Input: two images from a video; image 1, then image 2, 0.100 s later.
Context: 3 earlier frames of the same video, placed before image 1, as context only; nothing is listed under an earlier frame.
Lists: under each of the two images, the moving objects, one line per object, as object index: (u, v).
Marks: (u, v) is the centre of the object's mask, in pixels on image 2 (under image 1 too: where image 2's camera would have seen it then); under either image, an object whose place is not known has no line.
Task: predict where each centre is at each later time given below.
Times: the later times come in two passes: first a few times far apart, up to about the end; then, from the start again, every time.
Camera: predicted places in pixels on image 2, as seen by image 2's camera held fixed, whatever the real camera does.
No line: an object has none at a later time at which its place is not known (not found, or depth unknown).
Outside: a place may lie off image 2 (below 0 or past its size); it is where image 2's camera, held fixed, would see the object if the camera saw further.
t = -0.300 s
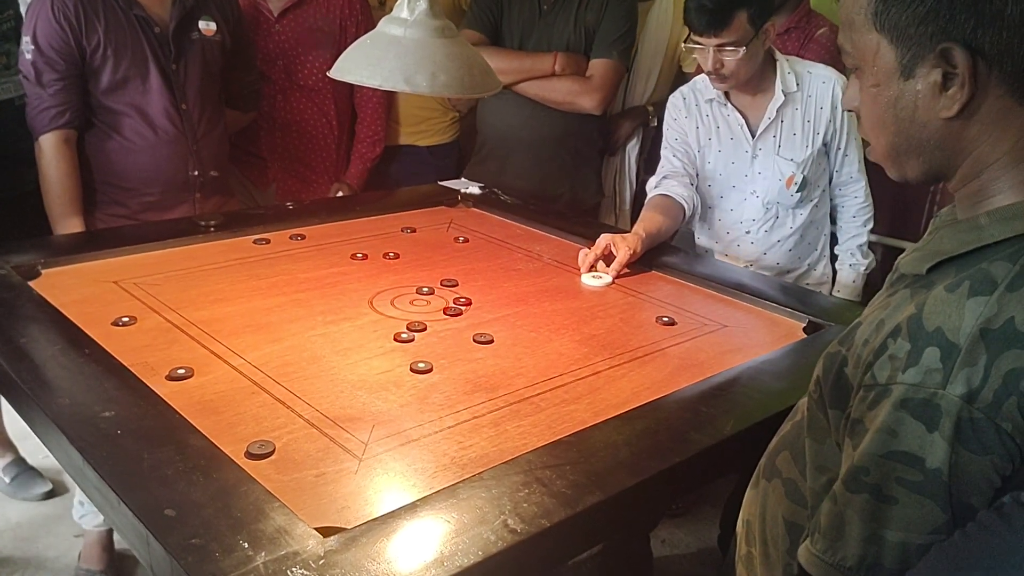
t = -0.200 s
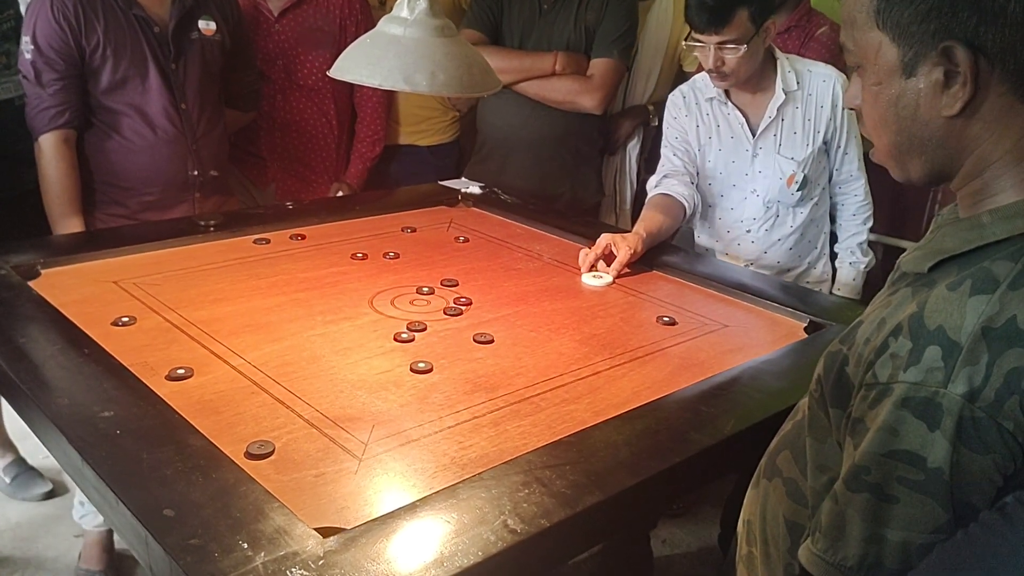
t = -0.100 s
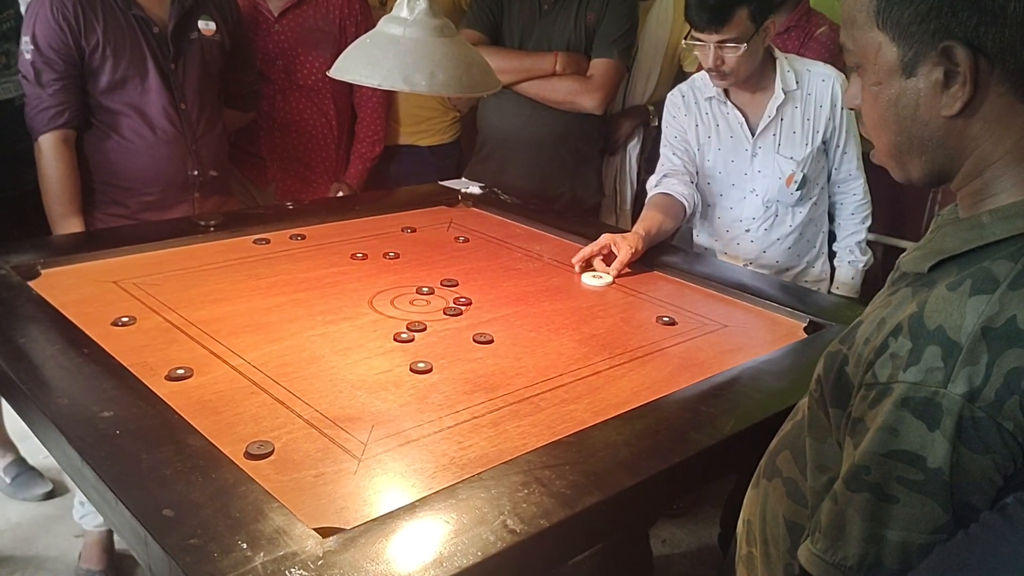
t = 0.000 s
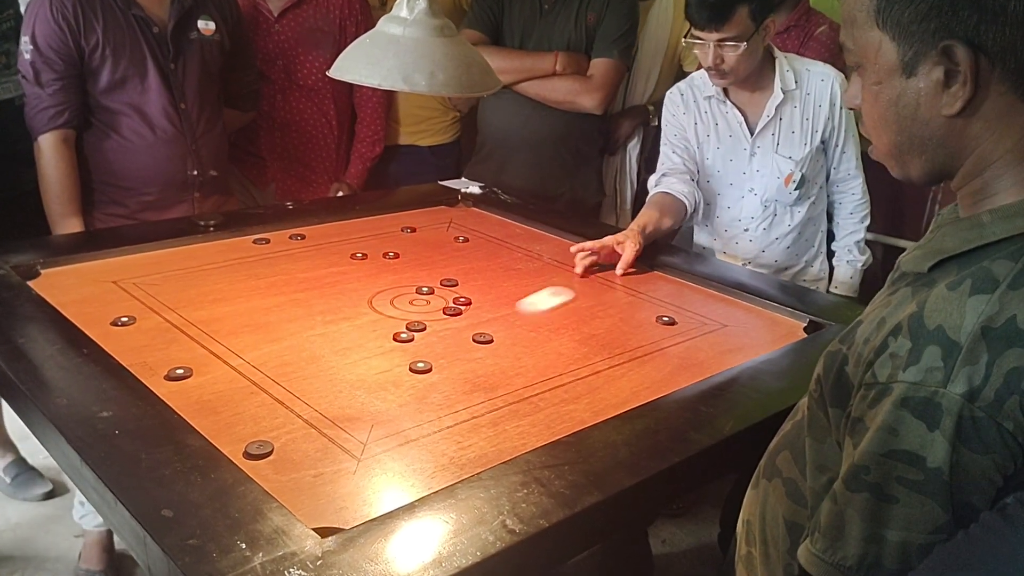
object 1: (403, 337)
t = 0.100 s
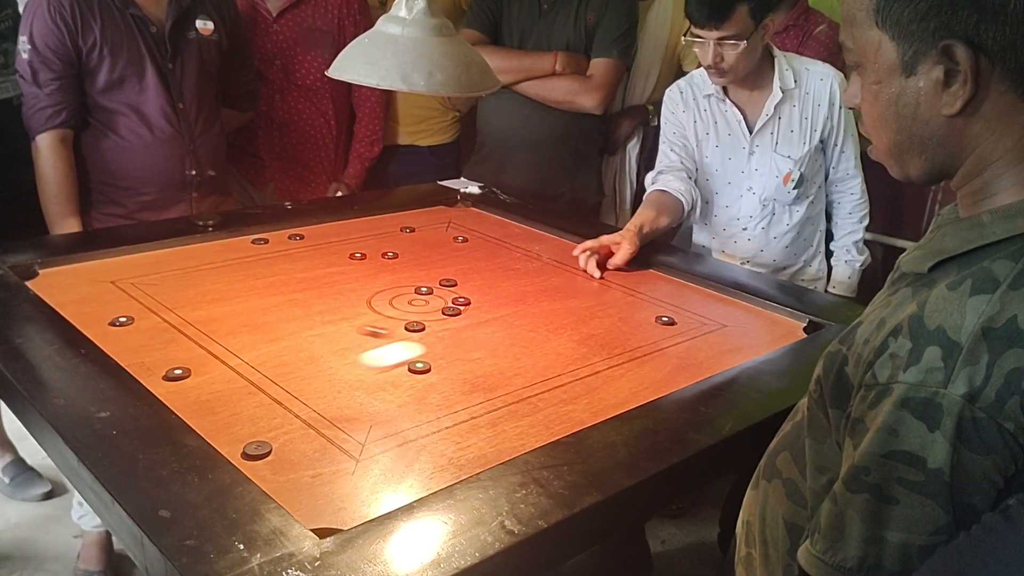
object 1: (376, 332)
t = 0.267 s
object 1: (225, 301)
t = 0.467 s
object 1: (92, 272)
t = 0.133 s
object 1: (343, 325)
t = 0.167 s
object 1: (310, 318)
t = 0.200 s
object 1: (279, 312)
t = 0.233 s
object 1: (252, 306)
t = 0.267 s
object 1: (225, 301)
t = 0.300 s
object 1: (200, 295)
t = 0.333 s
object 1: (176, 290)
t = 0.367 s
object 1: (154, 286)
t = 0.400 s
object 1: (131, 281)
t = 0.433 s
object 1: (112, 277)
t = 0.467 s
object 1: (92, 272)
